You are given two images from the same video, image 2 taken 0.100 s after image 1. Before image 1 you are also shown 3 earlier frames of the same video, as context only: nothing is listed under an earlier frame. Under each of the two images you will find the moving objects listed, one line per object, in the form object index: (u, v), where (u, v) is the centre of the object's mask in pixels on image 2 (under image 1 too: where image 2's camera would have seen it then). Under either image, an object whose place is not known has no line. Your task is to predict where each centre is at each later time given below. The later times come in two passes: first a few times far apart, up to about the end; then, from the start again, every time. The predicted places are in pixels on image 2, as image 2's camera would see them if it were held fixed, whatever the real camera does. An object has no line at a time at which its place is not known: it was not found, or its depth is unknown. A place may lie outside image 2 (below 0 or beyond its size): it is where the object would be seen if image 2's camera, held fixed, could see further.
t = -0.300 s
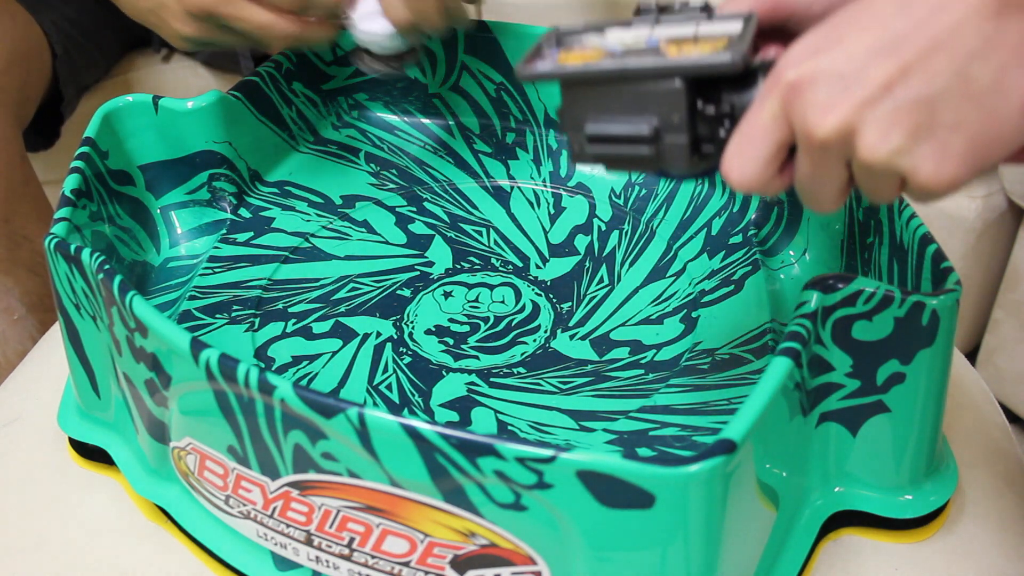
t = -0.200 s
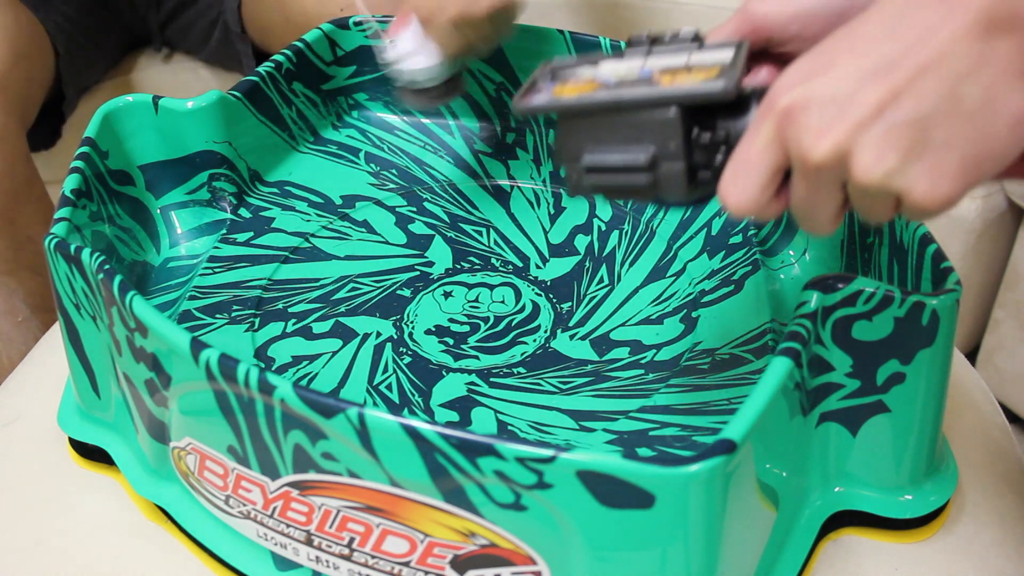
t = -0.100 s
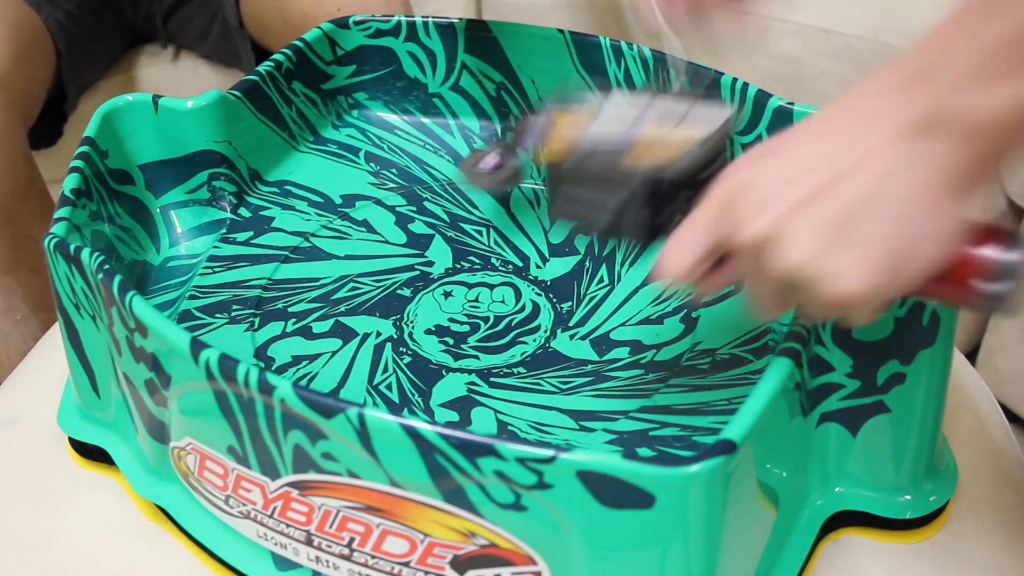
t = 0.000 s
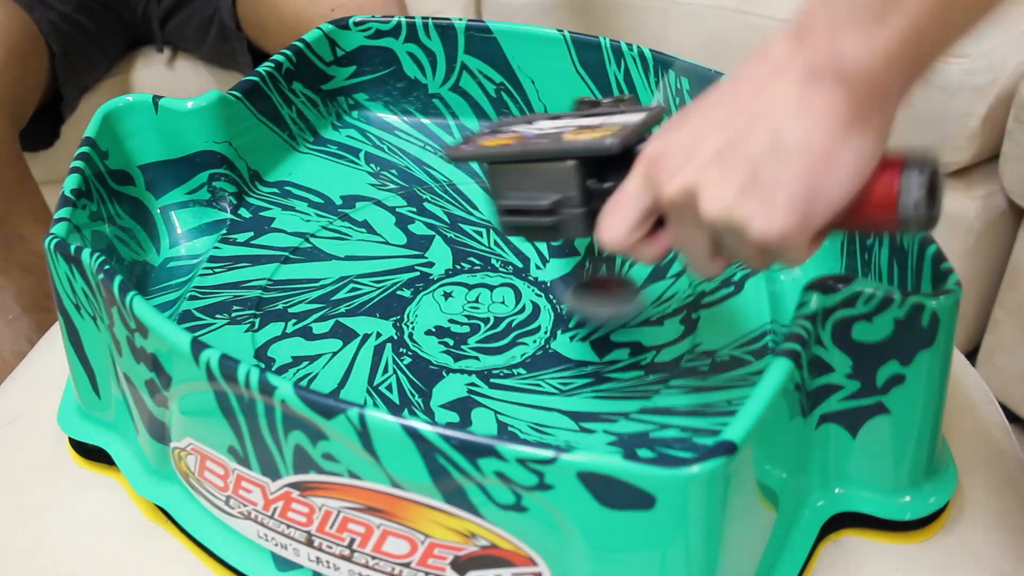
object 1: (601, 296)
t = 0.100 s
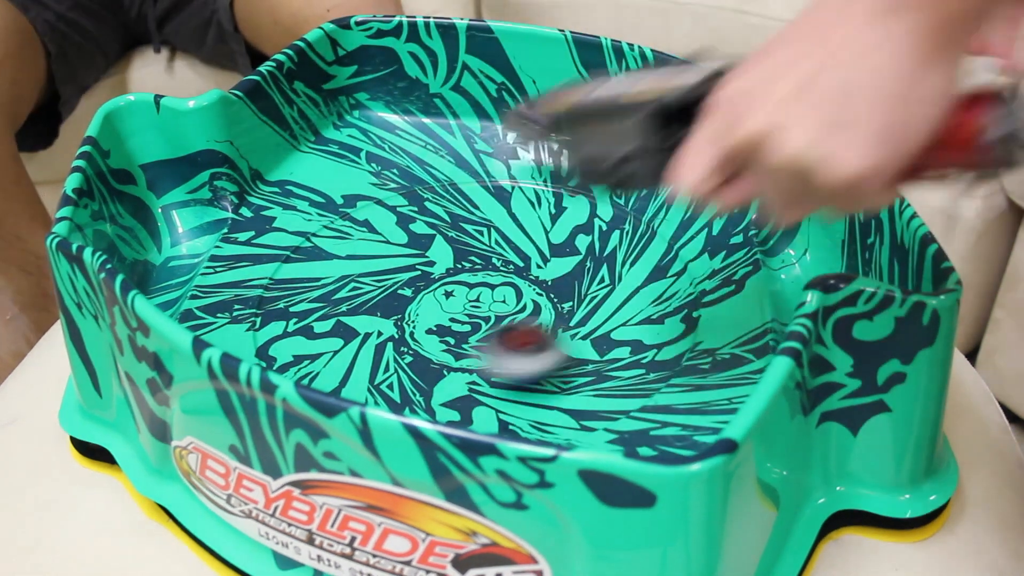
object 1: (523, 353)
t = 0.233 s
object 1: (407, 402)
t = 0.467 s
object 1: (362, 377)
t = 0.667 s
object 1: (402, 318)
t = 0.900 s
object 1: (408, 267)
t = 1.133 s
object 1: (355, 262)
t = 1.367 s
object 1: (283, 307)
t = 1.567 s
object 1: (324, 373)
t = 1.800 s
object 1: (563, 368)
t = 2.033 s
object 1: (644, 201)
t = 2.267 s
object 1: (439, 124)
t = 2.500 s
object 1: (345, 229)
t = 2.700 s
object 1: (416, 391)
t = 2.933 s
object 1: (685, 421)
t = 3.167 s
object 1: (560, 241)
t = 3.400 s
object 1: (362, 128)
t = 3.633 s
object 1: (368, 265)
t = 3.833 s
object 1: (492, 405)
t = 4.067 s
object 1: (718, 373)
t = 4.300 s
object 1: (651, 220)
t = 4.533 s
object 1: (340, 204)
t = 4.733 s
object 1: (377, 397)
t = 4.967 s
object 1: (681, 251)
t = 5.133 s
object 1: (427, 175)
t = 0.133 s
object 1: (492, 374)
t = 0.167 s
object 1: (457, 394)
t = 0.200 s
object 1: (432, 401)
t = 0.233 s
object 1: (407, 402)
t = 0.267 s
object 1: (391, 396)
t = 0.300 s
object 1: (376, 396)
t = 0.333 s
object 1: (366, 392)
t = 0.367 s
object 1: (360, 390)
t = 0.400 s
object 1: (359, 388)
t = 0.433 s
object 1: (360, 383)
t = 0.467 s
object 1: (362, 377)
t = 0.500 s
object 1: (368, 370)
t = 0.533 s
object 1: (375, 360)
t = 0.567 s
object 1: (383, 349)
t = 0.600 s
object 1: (390, 338)
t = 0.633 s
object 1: (396, 328)
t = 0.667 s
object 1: (402, 318)
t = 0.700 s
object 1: (407, 309)
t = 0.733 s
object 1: (410, 300)
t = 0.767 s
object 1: (412, 292)
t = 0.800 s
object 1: (413, 285)
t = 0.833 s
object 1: (412, 278)
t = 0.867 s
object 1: (411, 272)
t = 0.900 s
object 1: (408, 267)
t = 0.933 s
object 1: (403, 264)
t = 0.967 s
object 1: (398, 261)
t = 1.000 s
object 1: (391, 259)
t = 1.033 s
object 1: (383, 258)
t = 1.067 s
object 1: (375, 259)
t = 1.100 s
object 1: (365, 260)
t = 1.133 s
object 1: (355, 262)
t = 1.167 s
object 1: (343, 265)
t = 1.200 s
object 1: (332, 270)
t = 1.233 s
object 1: (321, 275)
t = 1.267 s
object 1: (310, 281)
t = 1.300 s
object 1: (300, 289)
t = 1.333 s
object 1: (291, 298)
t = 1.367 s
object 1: (283, 307)
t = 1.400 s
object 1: (278, 318)
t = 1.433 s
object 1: (275, 330)
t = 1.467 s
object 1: (277, 341)
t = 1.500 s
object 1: (286, 351)
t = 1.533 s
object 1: (300, 360)
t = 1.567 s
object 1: (324, 373)
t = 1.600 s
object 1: (346, 381)
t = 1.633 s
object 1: (376, 388)
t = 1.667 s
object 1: (408, 392)
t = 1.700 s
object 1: (447, 398)
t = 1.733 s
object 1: (487, 396)
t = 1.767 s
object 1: (524, 384)
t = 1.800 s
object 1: (563, 368)
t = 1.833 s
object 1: (589, 349)
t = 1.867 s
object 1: (615, 325)
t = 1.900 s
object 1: (634, 300)
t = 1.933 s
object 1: (645, 275)
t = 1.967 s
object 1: (652, 249)
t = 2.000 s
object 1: (651, 224)
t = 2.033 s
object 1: (644, 201)
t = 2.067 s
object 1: (626, 184)
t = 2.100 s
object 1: (601, 170)
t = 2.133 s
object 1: (574, 154)
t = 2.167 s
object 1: (545, 143)
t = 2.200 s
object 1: (512, 133)
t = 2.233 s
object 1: (481, 127)
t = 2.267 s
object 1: (439, 124)
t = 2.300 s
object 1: (400, 119)
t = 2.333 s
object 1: (358, 114)
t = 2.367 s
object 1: (353, 127)
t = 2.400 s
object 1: (353, 151)
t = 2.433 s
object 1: (353, 174)
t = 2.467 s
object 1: (349, 201)
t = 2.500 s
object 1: (345, 229)
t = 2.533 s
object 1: (343, 260)
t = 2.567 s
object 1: (346, 294)
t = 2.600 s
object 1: (354, 325)
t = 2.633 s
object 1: (368, 355)
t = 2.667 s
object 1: (392, 378)
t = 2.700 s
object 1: (416, 391)
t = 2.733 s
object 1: (453, 407)
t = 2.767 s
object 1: (484, 414)
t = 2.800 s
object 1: (527, 422)
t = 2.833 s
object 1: (569, 427)
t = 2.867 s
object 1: (615, 431)
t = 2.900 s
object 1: (659, 431)
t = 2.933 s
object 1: (685, 421)
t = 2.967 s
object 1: (679, 393)
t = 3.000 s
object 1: (658, 374)
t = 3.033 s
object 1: (638, 355)
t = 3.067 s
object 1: (616, 328)
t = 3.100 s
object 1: (594, 297)
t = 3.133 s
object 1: (578, 270)
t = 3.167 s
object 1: (560, 241)
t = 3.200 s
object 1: (536, 212)
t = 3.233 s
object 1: (511, 187)
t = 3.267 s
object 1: (483, 164)
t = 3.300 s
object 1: (455, 144)
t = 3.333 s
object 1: (425, 136)
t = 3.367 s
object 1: (396, 132)
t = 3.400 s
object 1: (362, 128)
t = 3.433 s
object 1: (344, 125)
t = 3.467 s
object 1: (348, 139)
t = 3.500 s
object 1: (353, 160)
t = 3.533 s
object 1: (358, 180)
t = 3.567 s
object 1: (361, 207)
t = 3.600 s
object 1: (365, 233)
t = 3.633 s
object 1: (368, 265)
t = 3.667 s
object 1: (375, 294)
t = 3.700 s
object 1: (387, 323)
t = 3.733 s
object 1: (408, 352)
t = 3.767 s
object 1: (432, 377)
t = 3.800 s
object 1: (456, 393)
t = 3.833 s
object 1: (492, 405)
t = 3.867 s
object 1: (529, 414)
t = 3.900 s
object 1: (563, 414)
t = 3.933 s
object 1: (601, 416)
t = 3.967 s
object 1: (635, 415)
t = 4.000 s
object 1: (670, 408)
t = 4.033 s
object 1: (702, 392)
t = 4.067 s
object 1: (718, 373)
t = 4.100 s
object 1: (720, 356)
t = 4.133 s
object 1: (717, 335)
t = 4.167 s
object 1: (712, 311)
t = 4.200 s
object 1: (703, 288)
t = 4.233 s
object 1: (695, 263)
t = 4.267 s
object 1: (679, 240)
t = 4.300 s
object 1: (651, 220)
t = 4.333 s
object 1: (618, 200)
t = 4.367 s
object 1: (583, 183)
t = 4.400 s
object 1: (541, 170)
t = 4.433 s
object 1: (491, 168)
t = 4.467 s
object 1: (439, 173)
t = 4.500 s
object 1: (392, 184)
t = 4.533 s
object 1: (340, 204)
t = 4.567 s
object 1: (296, 235)
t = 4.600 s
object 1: (270, 271)
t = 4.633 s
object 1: (259, 310)
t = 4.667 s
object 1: (278, 348)
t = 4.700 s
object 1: (316, 373)
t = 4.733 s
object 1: (377, 397)
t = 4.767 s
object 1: (444, 411)
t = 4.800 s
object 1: (518, 418)
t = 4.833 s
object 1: (593, 402)
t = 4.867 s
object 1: (649, 370)
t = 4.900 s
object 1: (679, 333)
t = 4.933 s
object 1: (690, 290)
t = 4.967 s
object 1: (681, 251)
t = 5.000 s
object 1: (649, 216)
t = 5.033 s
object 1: (607, 191)
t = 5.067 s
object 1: (554, 170)
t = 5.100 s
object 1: (495, 168)
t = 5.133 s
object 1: (427, 175)
